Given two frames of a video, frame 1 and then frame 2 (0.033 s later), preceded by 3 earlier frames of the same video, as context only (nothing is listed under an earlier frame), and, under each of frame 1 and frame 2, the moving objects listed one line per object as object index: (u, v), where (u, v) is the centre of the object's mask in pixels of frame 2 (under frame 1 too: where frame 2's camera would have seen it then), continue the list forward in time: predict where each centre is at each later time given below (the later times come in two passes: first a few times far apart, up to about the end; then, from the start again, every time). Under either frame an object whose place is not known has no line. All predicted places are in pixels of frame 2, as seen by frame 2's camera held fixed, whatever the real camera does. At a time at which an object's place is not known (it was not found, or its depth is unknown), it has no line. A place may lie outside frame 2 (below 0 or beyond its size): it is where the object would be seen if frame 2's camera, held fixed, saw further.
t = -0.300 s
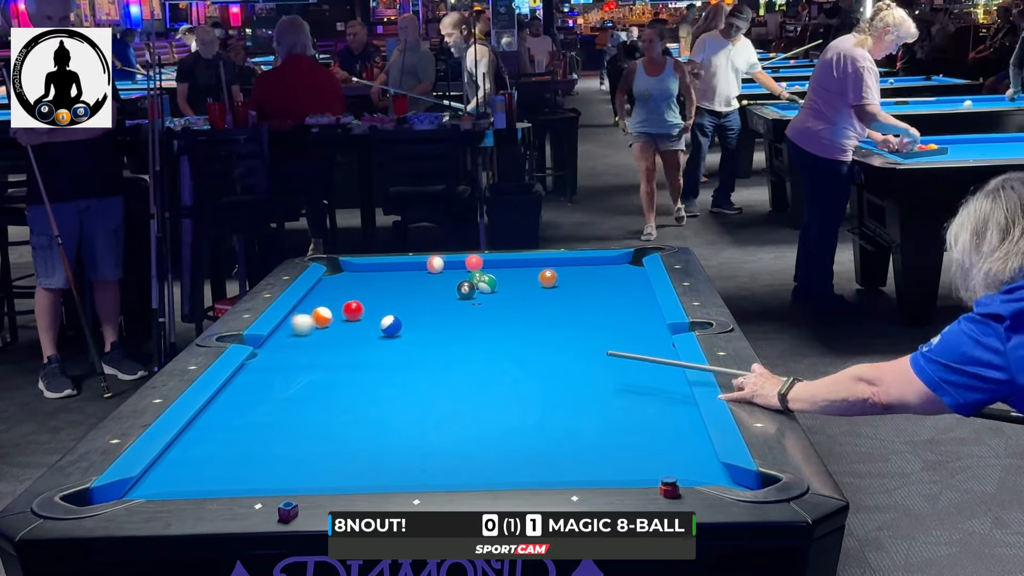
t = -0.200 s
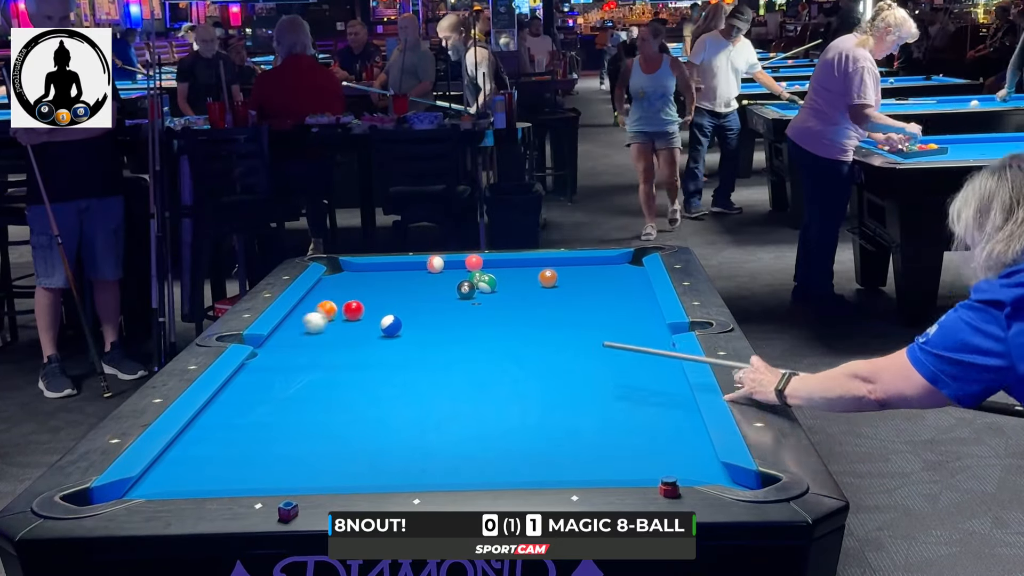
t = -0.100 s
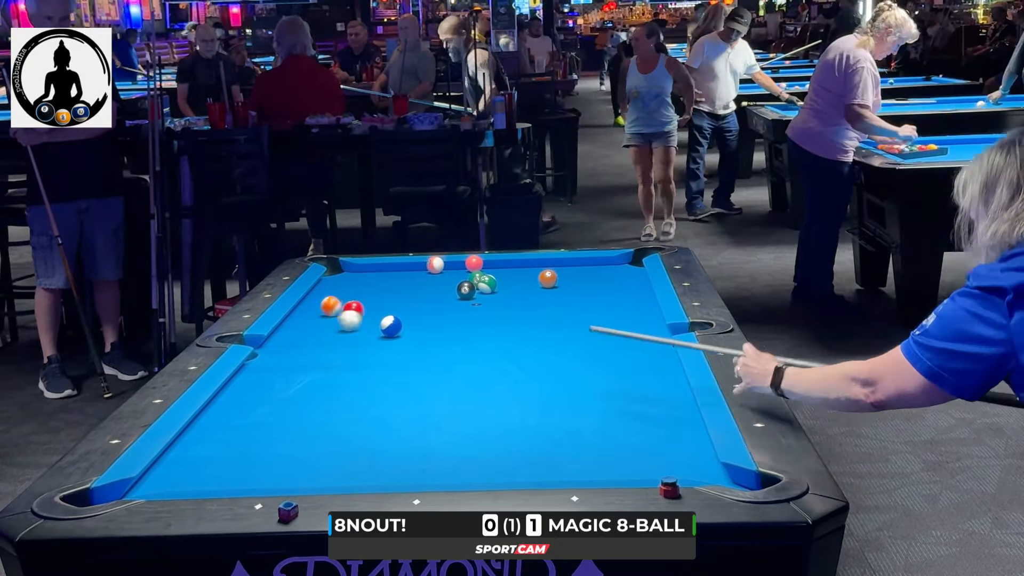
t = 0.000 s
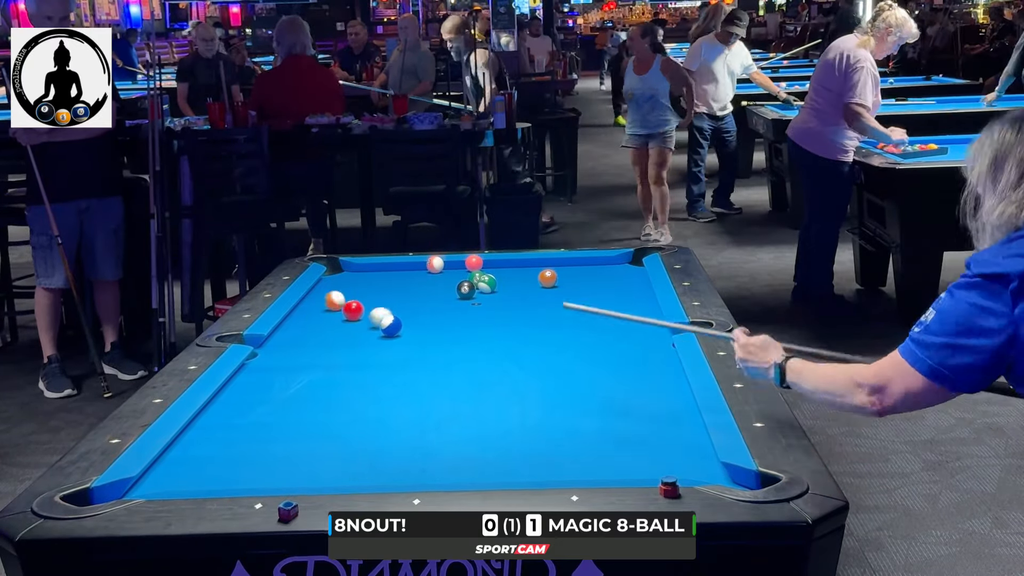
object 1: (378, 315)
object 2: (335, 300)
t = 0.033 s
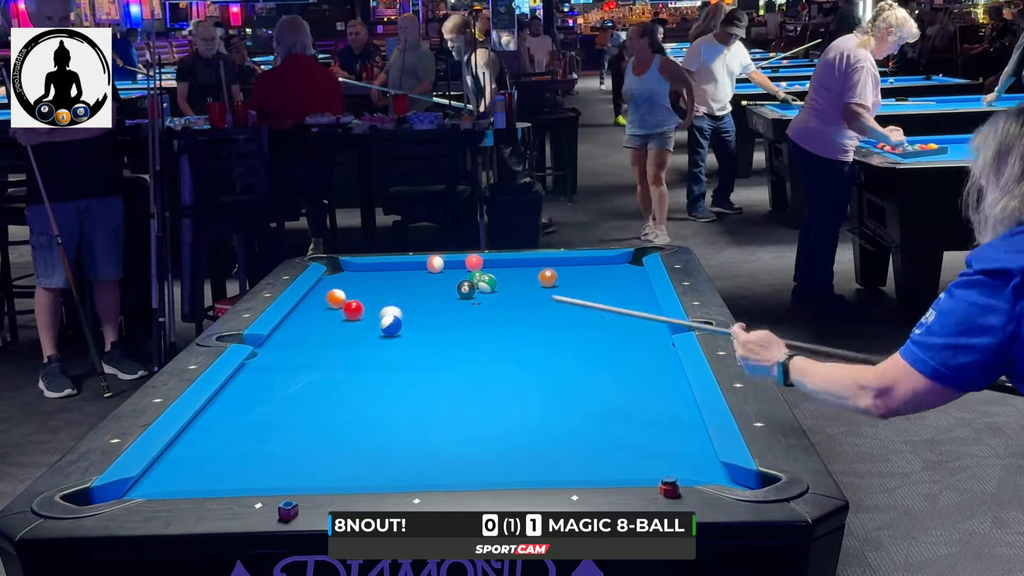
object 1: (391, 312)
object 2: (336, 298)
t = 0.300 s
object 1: (469, 310)
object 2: (345, 287)
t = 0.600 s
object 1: (552, 303)
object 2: (355, 275)
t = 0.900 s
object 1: (631, 296)
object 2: (362, 266)
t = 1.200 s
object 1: (609, 295)
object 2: (357, 272)
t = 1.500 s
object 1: (569, 294)
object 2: (351, 279)
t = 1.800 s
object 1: (532, 294)
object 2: (347, 284)
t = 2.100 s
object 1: (498, 294)
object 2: (342, 290)
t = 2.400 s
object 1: (467, 294)
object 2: (338, 295)
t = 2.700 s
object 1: (438, 293)
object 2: (334, 300)
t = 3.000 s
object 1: (412, 293)
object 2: (331, 305)
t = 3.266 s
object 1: (391, 293)
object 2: (327, 309)
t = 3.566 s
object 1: (370, 293)
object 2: (325, 313)
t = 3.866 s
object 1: (352, 292)
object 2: (324, 316)
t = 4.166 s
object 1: (335, 292)
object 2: (322, 318)
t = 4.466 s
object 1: (322, 292)
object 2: (321, 320)
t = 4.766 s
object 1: (319, 292)
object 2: (321, 321)
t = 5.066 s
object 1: (324, 291)
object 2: (320, 322)
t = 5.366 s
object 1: (327, 291)
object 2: (321, 322)
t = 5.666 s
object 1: (328, 291)
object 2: (321, 322)
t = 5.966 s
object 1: (328, 291)
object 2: (321, 322)
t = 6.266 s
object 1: (328, 291)
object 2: (321, 322)
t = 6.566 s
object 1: (328, 291)
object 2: (321, 322)
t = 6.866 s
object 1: (329, 291)
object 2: (321, 322)
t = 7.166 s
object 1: (329, 291)
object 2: (320, 322)
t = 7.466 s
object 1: (329, 291)
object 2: (321, 322)
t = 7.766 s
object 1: (329, 291)
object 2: (321, 322)
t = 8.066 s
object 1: (328, 291)
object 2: (320, 322)
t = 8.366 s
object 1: (328, 291)
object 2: (320, 322)
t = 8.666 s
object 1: (328, 292)
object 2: (320, 322)
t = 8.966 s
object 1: (328, 292)
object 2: (321, 322)
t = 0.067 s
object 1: (402, 314)
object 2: (337, 297)
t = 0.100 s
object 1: (411, 314)
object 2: (338, 295)
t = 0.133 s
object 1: (421, 314)
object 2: (340, 294)
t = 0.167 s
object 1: (431, 313)
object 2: (341, 292)
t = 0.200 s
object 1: (440, 312)
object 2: (342, 291)
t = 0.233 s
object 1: (450, 311)
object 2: (343, 290)
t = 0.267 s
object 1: (460, 310)
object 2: (344, 288)
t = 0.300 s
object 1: (469, 310)
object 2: (345, 287)
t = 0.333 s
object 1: (479, 309)
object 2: (347, 285)
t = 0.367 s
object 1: (488, 308)
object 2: (347, 284)
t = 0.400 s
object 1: (498, 307)
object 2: (349, 283)
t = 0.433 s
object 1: (507, 306)
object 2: (350, 281)
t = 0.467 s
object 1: (516, 306)
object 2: (351, 280)
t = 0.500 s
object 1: (525, 305)
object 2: (351, 279)
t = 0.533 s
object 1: (535, 304)
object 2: (353, 278)
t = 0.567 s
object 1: (543, 303)
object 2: (354, 276)
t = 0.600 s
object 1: (552, 303)
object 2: (355, 275)
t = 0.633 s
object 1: (562, 302)
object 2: (356, 274)
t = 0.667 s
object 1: (570, 301)
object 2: (357, 272)
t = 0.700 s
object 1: (579, 300)
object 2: (358, 271)
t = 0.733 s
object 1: (588, 299)
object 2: (359, 270)
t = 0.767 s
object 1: (596, 299)
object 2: (359, 269)
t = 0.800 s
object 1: (605, 298)
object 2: (360, 268)
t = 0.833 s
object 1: (614, 297)
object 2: (361, 267)
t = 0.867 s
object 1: (622, 297)
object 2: (362, 266)
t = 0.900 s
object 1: (631, 296)
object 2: (362, 266)
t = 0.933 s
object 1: (639, 295)
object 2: (361, 267)
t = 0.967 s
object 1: (644, 295)
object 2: (360, 267)
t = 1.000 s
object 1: (638, 295)
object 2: (360, 268)
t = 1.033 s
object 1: (633, 295)
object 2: (359, 269)
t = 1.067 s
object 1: (629, 295)
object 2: (359, 269)
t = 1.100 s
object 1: (624, 295)
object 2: (358, 270)
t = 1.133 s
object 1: (619, 294)
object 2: (358, 271)
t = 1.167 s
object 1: (614, 294)
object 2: (357, 272)
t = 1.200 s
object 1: (609, 295)
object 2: (357, 272)
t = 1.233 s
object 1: (605, 294)
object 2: (356, 273)
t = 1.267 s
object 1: (600, 294)
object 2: (355, 274)
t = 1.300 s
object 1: (596, 294)
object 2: (355, 275)
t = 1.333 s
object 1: (591, 294)
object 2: (354, 275)
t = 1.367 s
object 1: (587, 294)
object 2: (354, 276)
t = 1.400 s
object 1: (583, 294)
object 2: (353, 277)
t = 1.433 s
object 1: (578, 294)
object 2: (353, 277)
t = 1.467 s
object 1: (574, 294)
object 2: (352, 278)
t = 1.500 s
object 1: (569, 294)
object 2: (351, 279)
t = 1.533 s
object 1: (565, 294)
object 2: (351, 279)
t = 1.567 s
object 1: (561, 294)
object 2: (350, 280)
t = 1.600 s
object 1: (557, 294)
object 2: (350, 280)
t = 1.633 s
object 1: (553, 294)
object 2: (349, 281)
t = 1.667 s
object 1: (548, 294)
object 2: (349, 282)
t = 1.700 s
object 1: (544, 294)
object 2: (348, 282)
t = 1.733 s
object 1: (540, 294)
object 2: (348, 283)
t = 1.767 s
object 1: (537, 294)
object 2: (348, 284)
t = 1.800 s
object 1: (532, 294)
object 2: (347, 284)
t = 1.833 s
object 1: (528, 294)
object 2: (346, 285)
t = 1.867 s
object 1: (525, 294)
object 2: (346, 286)
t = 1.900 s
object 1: (521, 294)
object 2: (345, 287)
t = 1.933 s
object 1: (517, 294)
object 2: (345, 287)
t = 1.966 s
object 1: (513, 294)
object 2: (344, 288)
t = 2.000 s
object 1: (509, 294)
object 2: (343, 289)
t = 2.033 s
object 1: (506, 294)
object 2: (343, 289)
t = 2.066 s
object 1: (502, 294)
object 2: (342, 290)
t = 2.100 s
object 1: (498, 294)
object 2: (342, 290)
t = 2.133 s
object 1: (495, 294)
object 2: (341, 291)
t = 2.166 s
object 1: (491, 294)
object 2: (341, 291)
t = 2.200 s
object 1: (488, 294)
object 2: (340, 292)
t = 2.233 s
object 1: (484, 294)
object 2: (340, 293)
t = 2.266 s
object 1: (481, 293)
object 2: (340, 293)
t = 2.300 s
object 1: (477, 294)
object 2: (339, 294)
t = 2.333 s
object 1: (473, 294)
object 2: (339, 294)
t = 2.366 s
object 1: (470, 294)
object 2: (338, 295)
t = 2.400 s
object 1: (467, 294)
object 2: (338, 295)
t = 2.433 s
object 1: (464, 294)
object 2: (338, 296)
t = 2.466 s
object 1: (461, 294)
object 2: (337, 297)
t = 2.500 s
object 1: (457, 294)
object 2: (337, 297)
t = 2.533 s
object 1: (454, 294)
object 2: (336, 298)
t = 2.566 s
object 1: (451, 294)
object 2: (336, 299)
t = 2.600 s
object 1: (447, 294)
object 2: (336, 299)
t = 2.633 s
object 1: (444, 294)
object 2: (335, 300)
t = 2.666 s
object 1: (441, 293)
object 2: (335, 300)
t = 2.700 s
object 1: (438, 293)
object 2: (334, 300)
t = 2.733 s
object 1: (435, 293)
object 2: (334, 301)
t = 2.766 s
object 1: (432, 293)
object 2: (334, 302)
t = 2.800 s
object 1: (429, 293)
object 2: (333, 302)
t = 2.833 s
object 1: (427, 293)
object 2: (333, 303)
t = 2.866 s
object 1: (424, 293)
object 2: (332, 303)
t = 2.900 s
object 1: (421, 293)
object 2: (332, 304)
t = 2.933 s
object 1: (418, 293)
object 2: (332, 304)
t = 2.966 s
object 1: (415, 293)
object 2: (331, 305)
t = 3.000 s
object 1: (412, 293)
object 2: (331, 305)
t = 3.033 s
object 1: (410, 293)
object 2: (330, 306)
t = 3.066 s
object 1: (407, 293)
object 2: (330, 306)
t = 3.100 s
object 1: (404, 293)
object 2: (329, 307)
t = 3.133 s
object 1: (402, 293)
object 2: (329, 307)
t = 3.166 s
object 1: (399, 293)
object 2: (328, 308)
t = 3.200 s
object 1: (396, 293)
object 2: (328, 308)
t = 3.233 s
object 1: (394, 293)
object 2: (328, 309)
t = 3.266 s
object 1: (391, 293)
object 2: (327, 309)
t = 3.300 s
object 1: (389, 293)
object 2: (327, 309)
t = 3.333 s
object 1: (386, 293)
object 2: (327, 310)
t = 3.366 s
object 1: (384, 293)
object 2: (326, 310)
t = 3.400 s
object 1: (382, 293)
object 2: (326, 311)
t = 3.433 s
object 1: (379, 293)
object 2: (326, 311)
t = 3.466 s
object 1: (377, 293)
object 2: (325, 311)
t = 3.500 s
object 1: (375, 293)
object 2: (325, 312)
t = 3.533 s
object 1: (372, 293)
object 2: (325, 312)
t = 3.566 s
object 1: (370, 293)
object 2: (325, 313)
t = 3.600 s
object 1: (368, 293)
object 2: (324, 313)
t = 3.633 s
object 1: (366, 292)
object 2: (324, 313)
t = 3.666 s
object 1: (364, 293)
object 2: (324, 314)
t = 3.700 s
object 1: (362, 292)
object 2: (324, 314)
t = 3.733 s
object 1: (360, 292)
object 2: (324, 314)
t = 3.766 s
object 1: (358, 292)
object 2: (324, 315)
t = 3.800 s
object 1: (356, 292)
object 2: (324, 315)
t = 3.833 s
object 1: (354, 291)
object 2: (324, 315)
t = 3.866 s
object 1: (352, 292)
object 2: (324, 316)
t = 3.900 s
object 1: (350, 292)
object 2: (323, 316)
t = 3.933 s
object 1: (348, 292)
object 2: (323, 316)
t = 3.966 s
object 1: (346, 292)
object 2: (323, 317)
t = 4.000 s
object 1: (344, 292)
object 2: (323, 317)
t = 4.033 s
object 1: (342, 292)
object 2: (322, 317)
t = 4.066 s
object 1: (340, 293)
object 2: (322, 317)
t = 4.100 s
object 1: (339, 293)
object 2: (322, 318)
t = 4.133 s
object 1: (337, 292)
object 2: (322, 318)
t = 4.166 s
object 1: (335, 292)
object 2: (322, 318)
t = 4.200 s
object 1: (334, 292)
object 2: (322, 318)
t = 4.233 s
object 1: (332, 292)
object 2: (322, 319)
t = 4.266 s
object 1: (330, 292)
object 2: (322, 319)
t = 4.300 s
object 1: (329, 292)
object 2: (321, 319)
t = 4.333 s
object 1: (328, 292)
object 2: (321, 319)
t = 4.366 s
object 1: (326, 292)
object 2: (321, 319)
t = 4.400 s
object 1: (324, 292)
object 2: (321, 320)
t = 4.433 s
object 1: (323, 292)
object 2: (321, 320)
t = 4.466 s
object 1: (322, 292)
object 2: (321, 320)
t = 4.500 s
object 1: (320, 292)
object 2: (321, 320)
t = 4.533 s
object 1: (319, 292)
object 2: (321, 321)
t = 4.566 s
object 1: (317, 292)
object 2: (321, 321)
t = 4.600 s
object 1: (316, 292)
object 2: (321, 321)
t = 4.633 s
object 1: (315, 292)
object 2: (321, 321)
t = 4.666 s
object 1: (316, 292)
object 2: (321, 321)
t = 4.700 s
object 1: (317, 292)
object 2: (321, 321)
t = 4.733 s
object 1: (318, 292)
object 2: (321, 321)
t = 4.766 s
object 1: (319, 292)
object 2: (321, 321)
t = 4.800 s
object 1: (319, 292)
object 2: (321, 321)
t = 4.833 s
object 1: (320, 292)
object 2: (321, 322)
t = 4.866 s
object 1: (321, 292)
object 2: (321, 322)
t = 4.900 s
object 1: (321, 292)
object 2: (321, 322)
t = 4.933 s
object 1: (322, 292)
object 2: (321, 322)
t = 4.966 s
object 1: (322, 292)
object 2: (321, 322)
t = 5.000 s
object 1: (323, 292)
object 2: (321, 322)
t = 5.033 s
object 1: (323, 292)
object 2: (320, 322)
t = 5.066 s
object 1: (324, 291)
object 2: (320, 322)
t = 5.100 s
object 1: (324, 292)
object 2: (320, 322)
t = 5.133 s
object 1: (325, 291)
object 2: (320, 322)
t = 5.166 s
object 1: (326, 291)
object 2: (320, 322)
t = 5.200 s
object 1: (326, 292)
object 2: (320, 322)
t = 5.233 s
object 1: (326, 291)
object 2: (320, 322)
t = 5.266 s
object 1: (326, 291)
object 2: (320, 322)
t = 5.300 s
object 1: (327, 291)
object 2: (320, 322)
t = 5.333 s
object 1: (327, 291)
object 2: (321, 322)
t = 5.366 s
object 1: (327, 291)
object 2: (321, 322)
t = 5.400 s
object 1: (328, 291)
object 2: (321, 322)
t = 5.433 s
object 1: (328, 291)
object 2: (321, 322)
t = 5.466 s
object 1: (328, 291)
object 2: (321, 322)
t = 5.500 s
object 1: (328, 291)
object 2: (321, 322)
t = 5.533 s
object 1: (328, 291)
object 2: (321, 322)
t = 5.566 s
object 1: (328, 291)
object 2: (321, 322)
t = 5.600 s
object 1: (328, 291)
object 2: (320, 322)
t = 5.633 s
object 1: (328, 291)
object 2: (321, 322)
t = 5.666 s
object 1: (328, 291)
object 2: (321, 322)
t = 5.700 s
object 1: (328, 291)
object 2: (321, 322)
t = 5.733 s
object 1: (328, 291)
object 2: (321, 322)
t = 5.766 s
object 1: (328, 291)
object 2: (321, 322)
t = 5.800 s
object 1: (328, 291)
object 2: (321, 322)
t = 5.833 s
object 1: (328, 291)
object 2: (321, 322)
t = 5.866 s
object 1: (328, 291)
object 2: (321, 322)
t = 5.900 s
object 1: (328, 291)
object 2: (321, 322)
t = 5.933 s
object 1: (328, 291)
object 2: (321, 322)
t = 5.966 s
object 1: (328, 291)
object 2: (321, 322)
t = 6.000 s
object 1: (328, 291)
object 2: (321, 322)
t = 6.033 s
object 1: (328, 291)
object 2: (321, 322)
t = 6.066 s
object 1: (328, 291)
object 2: (321, 322)
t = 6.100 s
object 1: (328, 291)
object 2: (321, 322)
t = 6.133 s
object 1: (328, 291)
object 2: (321, 322)
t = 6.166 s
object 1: (328, 291)
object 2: (321, 322)
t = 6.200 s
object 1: (328, 291)
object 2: (321, 322)
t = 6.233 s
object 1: (328, 291)
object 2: (321, 322)
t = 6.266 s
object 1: (328, 291)
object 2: (321, 322)
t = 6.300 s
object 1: (329, 291)
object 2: (321, 322)
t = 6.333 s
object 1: (329, 291)
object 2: (321, 322)
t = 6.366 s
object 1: (329, 291)
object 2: (321, 322)
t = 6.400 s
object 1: (329, 291)
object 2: (321, 322)
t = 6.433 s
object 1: (329, 291)
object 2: (321, 322)
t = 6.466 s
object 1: (329, 291)
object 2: (321, 322)
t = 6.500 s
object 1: (329, 291)
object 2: (321, 322)
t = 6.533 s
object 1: (329, 291)
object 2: (321, 322)
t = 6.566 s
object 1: (328, 291)
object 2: (321, 322)
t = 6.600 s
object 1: (329, 291)
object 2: (321, 322)
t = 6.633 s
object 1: (329, 291)
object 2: (321, 322)
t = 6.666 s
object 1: (329, 291)
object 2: (321, 322)
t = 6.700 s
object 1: (329, 291)
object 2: (321, 322)
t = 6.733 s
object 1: (329, 291)
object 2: (321, 322)
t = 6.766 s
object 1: (329, 291)
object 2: (321, 322)
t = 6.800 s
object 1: (329, 291)
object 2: (321, 322)
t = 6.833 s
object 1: (329, 291)
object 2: (321, 322)
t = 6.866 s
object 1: (329, 291)
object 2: (321, 322)
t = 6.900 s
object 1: (329, 291)
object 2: (321, 322)
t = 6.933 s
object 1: (329, 291)
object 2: (321, 322)
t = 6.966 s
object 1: (329, 291)
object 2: (321, 322)
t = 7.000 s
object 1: (329, 291)
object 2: (321, 322)
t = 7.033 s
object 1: (329, 291)
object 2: (321, 322)
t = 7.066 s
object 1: (329, 291)
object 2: (321, 322)
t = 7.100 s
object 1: (329, 291)
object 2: (320, 322)
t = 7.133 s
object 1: (329, 291)
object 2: (320, 322)
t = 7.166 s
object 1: (329, 291)
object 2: (320, 322)
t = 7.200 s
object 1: (329, 291)
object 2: (320, 322)
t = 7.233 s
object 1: (328, 291)
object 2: (320, 322)
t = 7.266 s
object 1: (329, 291)
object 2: (321, 322)
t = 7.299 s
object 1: (329, 291)
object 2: (321, 322)
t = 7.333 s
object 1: (329, 291)
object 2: (321, 322)
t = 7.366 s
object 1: (329, 291)
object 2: (321, 322)
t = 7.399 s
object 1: (329, 291)
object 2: (321, 322)
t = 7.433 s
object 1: (329, 291)
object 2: (321, 322)
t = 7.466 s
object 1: (329, 291)
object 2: (321, 322)
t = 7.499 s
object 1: (329, 291)
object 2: (321, 322)
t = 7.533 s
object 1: (329, 291)
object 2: (321, 322)
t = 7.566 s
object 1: (329, 291)
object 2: (321, 322)
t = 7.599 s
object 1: (329, 291)
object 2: (321, 322)
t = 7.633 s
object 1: (329, 291)
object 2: (321, 322)
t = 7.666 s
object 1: (329, 291)
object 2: (321, 322)
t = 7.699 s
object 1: (329, 291)
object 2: (321, 322)
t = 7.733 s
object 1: (329, 291)
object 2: (321, 322)
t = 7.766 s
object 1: (329, 291)
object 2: (321, 322)
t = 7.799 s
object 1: (329, 291)
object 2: (321, 322)
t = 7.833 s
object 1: (329, 291)
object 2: (321, 322)
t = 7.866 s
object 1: (329, 291)
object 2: (321, 322)
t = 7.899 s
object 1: (329, 291)
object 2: (321, 322)
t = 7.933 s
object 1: (328, 291)
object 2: (321, 322)
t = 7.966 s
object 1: (328, 291)
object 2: (320, 322)
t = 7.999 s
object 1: (328, 291)
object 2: (320, 322)
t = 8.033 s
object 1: (328, 291)
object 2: (320, 322)
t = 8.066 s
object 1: (328, 291)
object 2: (320, 322)
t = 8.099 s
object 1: (328, 291)
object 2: (320, 322)
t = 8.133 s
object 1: (328, 291)
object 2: (320, 322)
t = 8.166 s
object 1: (328, 291)
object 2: (321, 322)
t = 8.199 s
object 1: (328, 291)
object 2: (320, 322)
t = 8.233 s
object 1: (328, 291)
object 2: (320, 322)
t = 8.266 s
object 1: (328, 291)
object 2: (320, 322)
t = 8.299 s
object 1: (328, 291)
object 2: (320, 322)
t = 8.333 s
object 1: (328, 291)
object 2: (320, 322)
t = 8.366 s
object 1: (328, 291)
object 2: (320, 322)
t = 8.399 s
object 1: (328, 291)
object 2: (320, 322)
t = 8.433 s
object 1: (328, 291)
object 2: (320, 322)
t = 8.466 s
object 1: (328, 292)
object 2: (320, 322)
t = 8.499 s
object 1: (328, 292)
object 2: (320, 322)
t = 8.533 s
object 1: (328, 291)
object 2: (321, 322)
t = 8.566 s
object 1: (328, 291)
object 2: (320, 322)
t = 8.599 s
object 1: (328, 291)
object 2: (320, 322)
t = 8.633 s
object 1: (328, 291)
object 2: (320, 322)
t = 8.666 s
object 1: (328, 292)
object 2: (320, 322)
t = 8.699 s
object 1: (328, 291)
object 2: (320, 322)
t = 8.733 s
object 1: (328, 291)
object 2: (320, 322)
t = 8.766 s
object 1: (328, 291)
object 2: (320, 322)
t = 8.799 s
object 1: (328, 292)
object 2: (321, 322)
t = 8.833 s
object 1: (328, 292)
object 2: (320, 322)
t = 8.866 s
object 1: (328, 292)
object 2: (320, 322)
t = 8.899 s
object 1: (328, 291)
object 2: (321, 322)
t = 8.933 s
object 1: (328, 292)
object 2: (320, 322)
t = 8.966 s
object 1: (328, 292)
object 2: (321, 322)
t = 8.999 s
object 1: (328, 292)
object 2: (321, 322)
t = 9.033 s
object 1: (328, 292)
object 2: (321, 322)
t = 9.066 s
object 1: (328, 292)
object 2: (321, 322)
